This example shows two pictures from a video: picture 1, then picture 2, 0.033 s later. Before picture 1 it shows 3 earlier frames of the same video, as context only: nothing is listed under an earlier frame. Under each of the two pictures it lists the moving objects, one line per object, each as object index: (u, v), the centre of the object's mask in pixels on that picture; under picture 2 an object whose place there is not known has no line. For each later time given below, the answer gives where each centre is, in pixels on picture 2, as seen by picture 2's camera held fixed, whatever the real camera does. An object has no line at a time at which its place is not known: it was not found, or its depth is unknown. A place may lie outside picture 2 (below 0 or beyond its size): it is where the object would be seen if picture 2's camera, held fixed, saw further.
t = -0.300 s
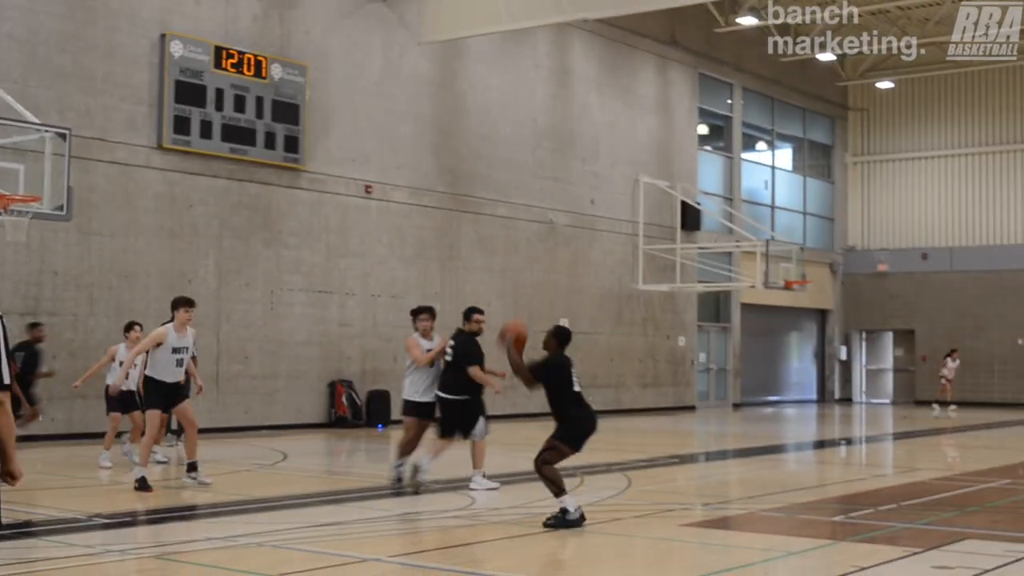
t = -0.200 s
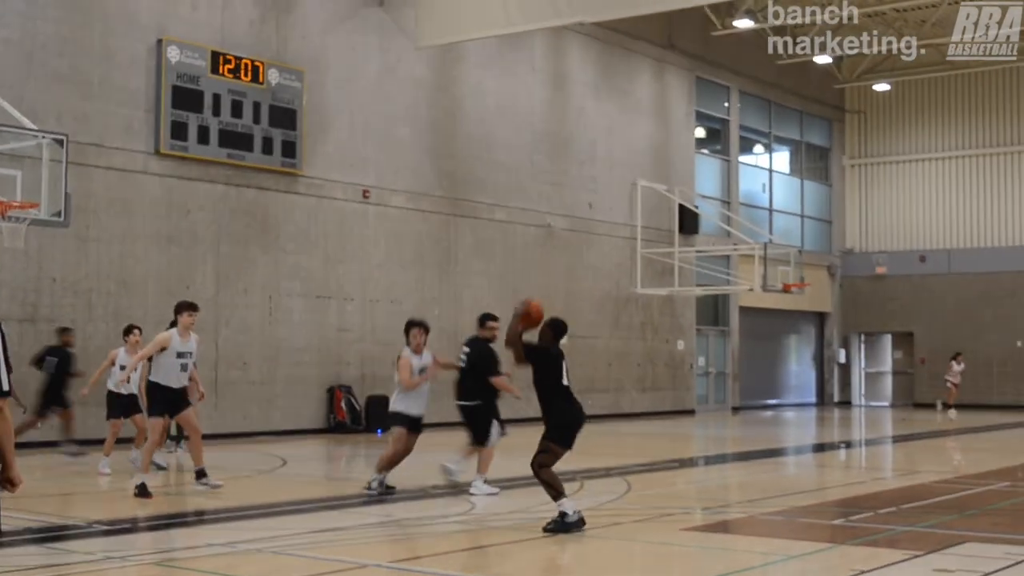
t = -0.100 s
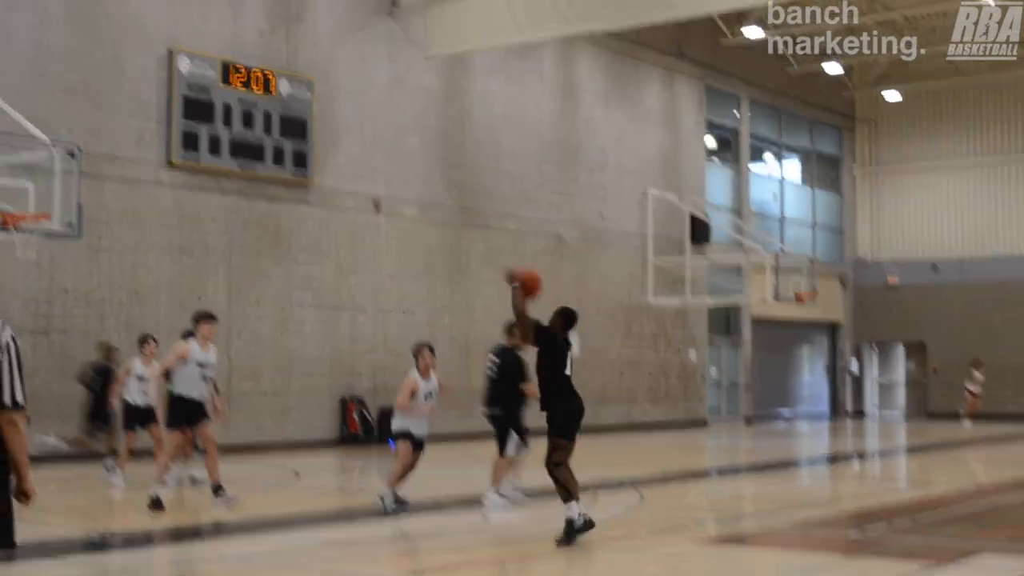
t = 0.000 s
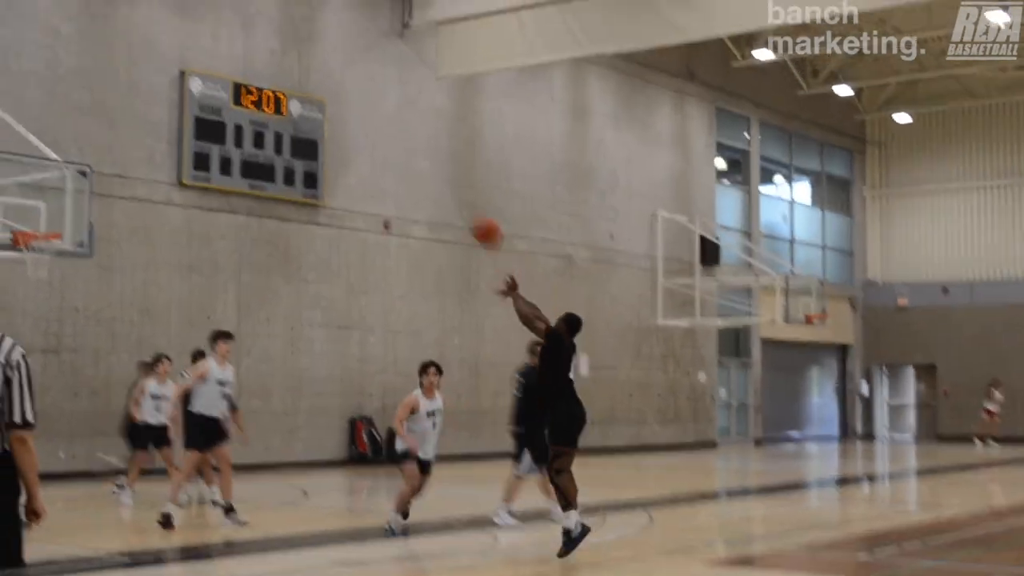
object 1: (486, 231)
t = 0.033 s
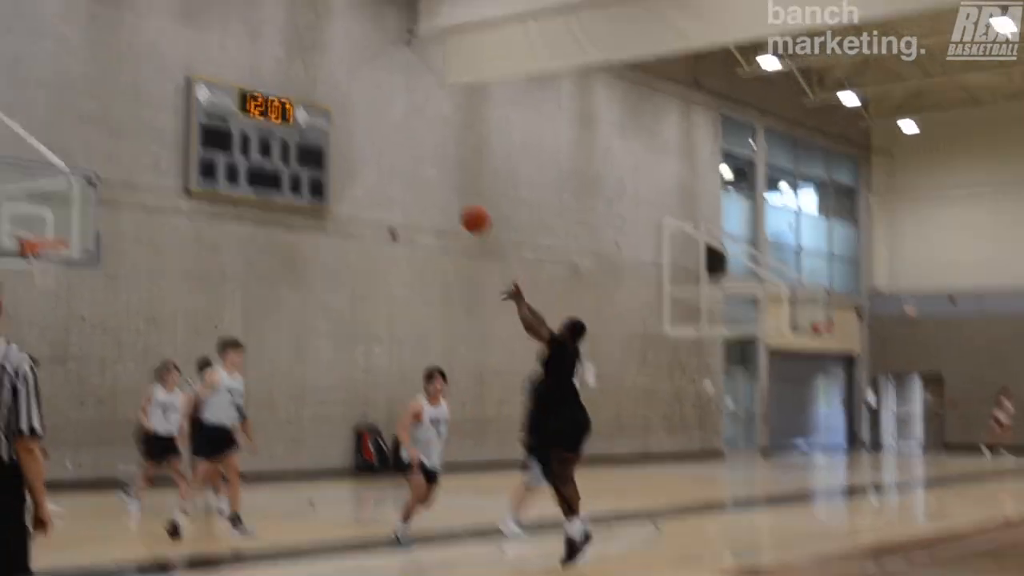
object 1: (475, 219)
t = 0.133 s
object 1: (422, 165)
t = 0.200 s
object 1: (388, 135)
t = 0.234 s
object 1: (372, 125)
